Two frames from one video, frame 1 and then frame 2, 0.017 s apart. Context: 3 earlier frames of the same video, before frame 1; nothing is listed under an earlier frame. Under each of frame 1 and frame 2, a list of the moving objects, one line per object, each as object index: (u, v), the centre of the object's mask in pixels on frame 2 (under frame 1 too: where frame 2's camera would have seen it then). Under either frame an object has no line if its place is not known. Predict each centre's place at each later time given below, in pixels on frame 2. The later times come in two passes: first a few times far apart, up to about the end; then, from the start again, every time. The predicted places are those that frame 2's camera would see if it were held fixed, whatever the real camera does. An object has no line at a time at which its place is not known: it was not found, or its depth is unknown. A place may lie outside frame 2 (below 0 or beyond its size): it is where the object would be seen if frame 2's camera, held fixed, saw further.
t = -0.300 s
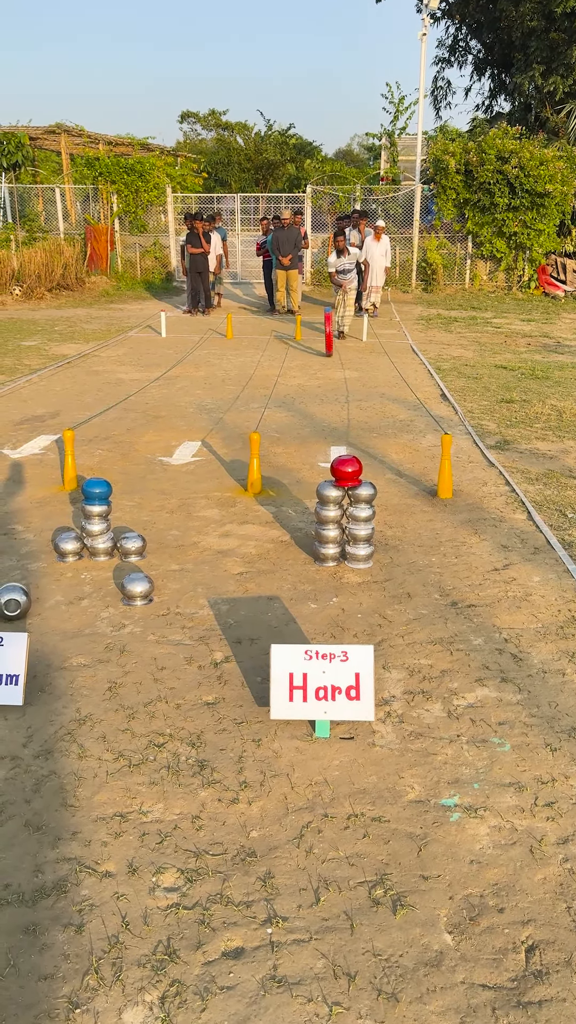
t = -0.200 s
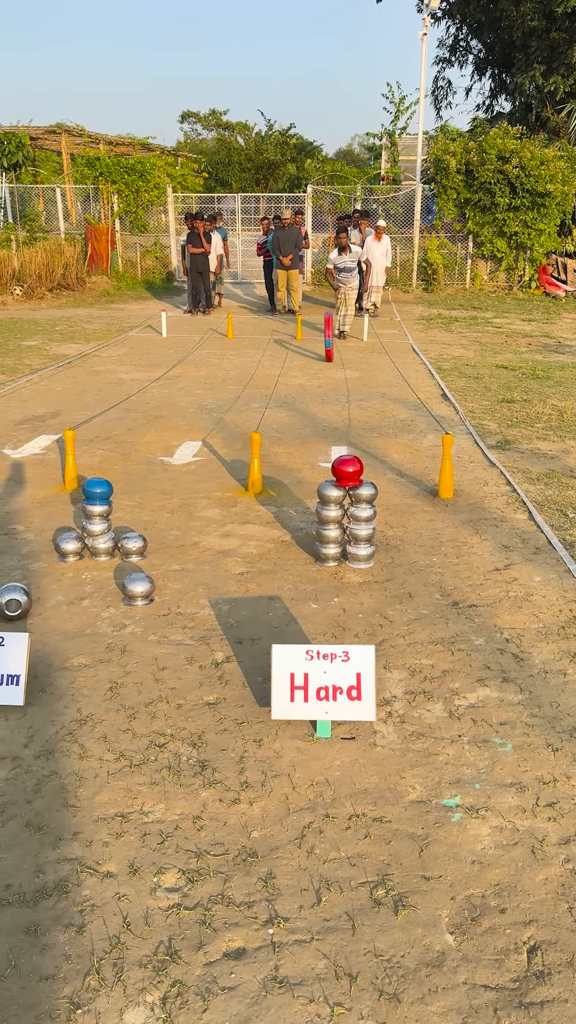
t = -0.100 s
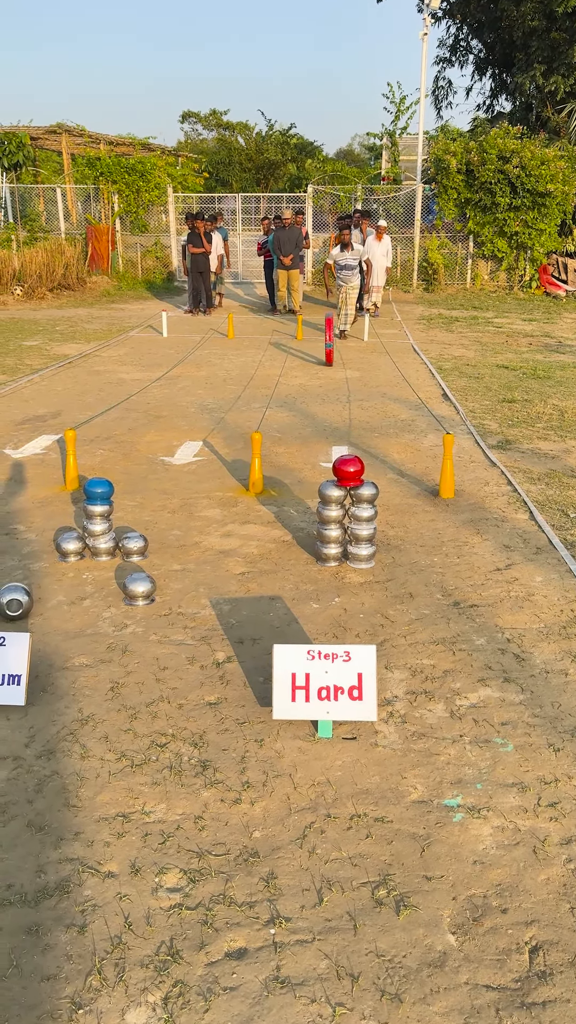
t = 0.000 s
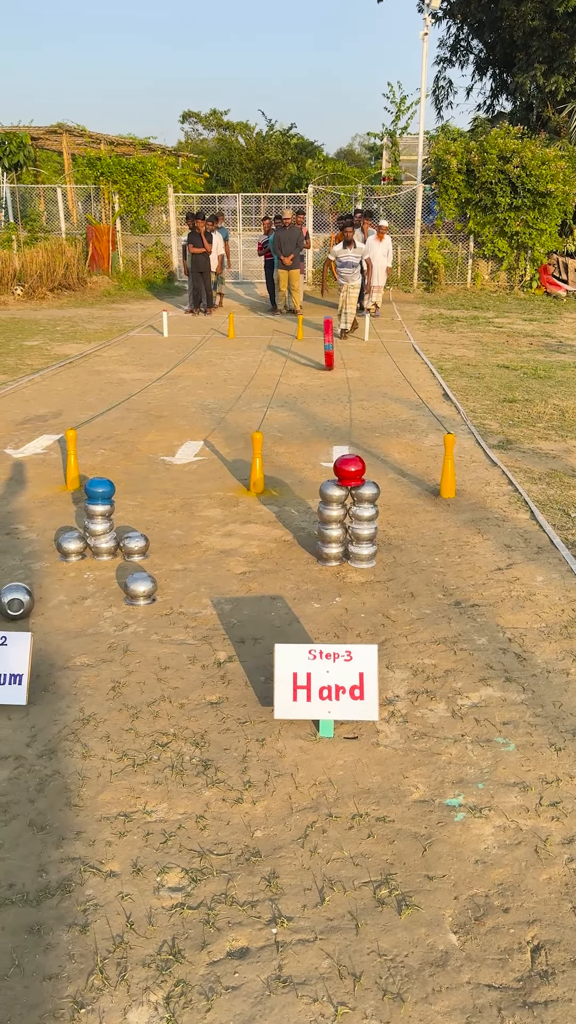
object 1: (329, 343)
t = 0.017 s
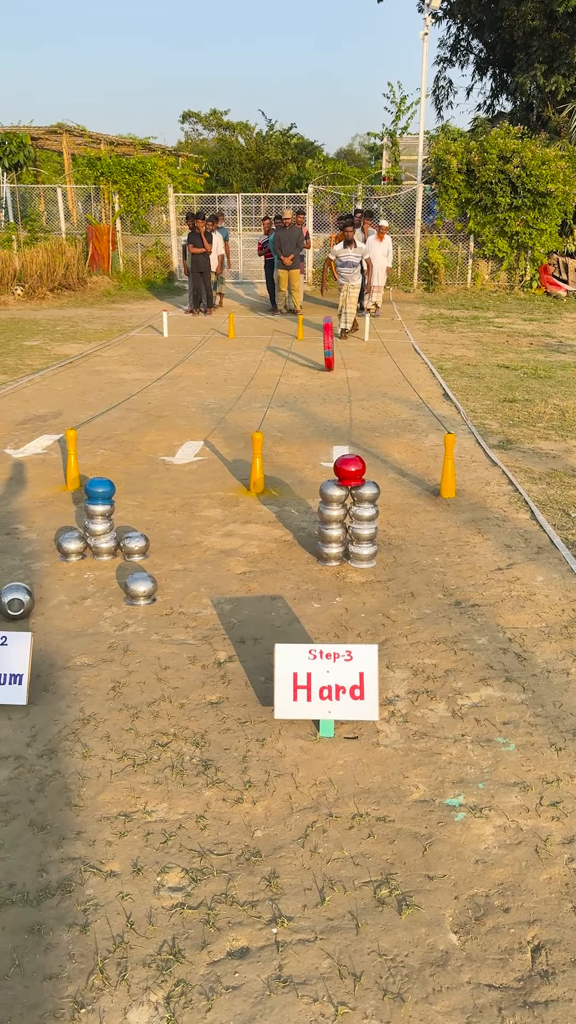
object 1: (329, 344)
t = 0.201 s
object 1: (326, 353)
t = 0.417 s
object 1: (322, 364)
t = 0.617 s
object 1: (317, 375)
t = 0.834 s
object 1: (309, 393)
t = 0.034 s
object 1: (328, 344)
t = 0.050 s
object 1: (328, 345)
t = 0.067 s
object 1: (328, 347)
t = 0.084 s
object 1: (327, 348)
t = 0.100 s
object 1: (327, 348)
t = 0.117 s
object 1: (327, 349)
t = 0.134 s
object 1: (327, 349)
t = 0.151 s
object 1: (327, 349)
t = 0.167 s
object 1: (326, 350)
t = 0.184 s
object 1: (326, 351)
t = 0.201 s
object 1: (326, 353)
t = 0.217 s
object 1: (325, 354)
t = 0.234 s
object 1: (325, 355)
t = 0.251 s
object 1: (325, 356)
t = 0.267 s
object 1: (324, 357)
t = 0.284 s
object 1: (324, 359)
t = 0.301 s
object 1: (324, 358)
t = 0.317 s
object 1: (324, 359)
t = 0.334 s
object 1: (324, 360)
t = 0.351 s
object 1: (323, 361)
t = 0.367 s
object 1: (323, 362)
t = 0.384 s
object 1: (323, 363)
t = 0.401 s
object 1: (322, 364)
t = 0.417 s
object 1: (322, 364)
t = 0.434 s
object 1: (322, 365)
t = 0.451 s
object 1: (321, 366)
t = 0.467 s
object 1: (321, 367)
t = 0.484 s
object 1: (320, 369)
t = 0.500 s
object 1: (320, 369)
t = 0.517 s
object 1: (320, 369)
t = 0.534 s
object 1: (319, 369)
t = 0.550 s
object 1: (319, 370)
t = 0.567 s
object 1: (318, 370)
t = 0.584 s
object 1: (318, 371)
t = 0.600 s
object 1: (317, 373)
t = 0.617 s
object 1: (317, 375)
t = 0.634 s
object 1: (316, 378)
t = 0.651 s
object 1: (316, 379)
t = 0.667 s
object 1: (315, 379)
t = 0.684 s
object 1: (315, 379)
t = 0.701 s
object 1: (314, 381)
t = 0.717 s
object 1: (313, 383)
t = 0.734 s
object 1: (313, 385)
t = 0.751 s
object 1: (312, 386)
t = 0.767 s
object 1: (311, 387)
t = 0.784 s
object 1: (311, 388)
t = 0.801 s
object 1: (310, 390)
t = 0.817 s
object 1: (309, 392)
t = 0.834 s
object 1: (309, 393)
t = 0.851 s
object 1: (308, 394)
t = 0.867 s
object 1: (307, 395)
